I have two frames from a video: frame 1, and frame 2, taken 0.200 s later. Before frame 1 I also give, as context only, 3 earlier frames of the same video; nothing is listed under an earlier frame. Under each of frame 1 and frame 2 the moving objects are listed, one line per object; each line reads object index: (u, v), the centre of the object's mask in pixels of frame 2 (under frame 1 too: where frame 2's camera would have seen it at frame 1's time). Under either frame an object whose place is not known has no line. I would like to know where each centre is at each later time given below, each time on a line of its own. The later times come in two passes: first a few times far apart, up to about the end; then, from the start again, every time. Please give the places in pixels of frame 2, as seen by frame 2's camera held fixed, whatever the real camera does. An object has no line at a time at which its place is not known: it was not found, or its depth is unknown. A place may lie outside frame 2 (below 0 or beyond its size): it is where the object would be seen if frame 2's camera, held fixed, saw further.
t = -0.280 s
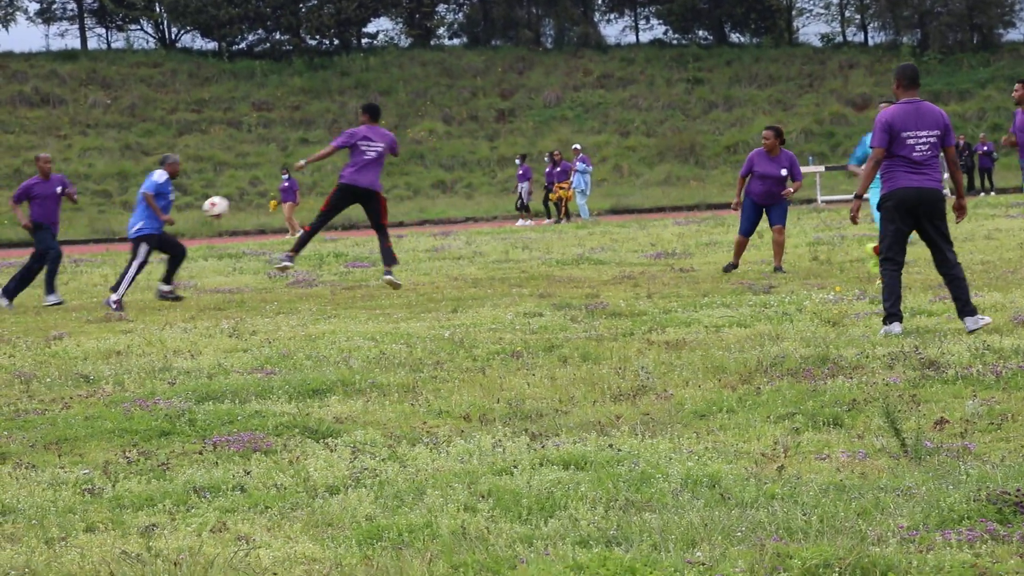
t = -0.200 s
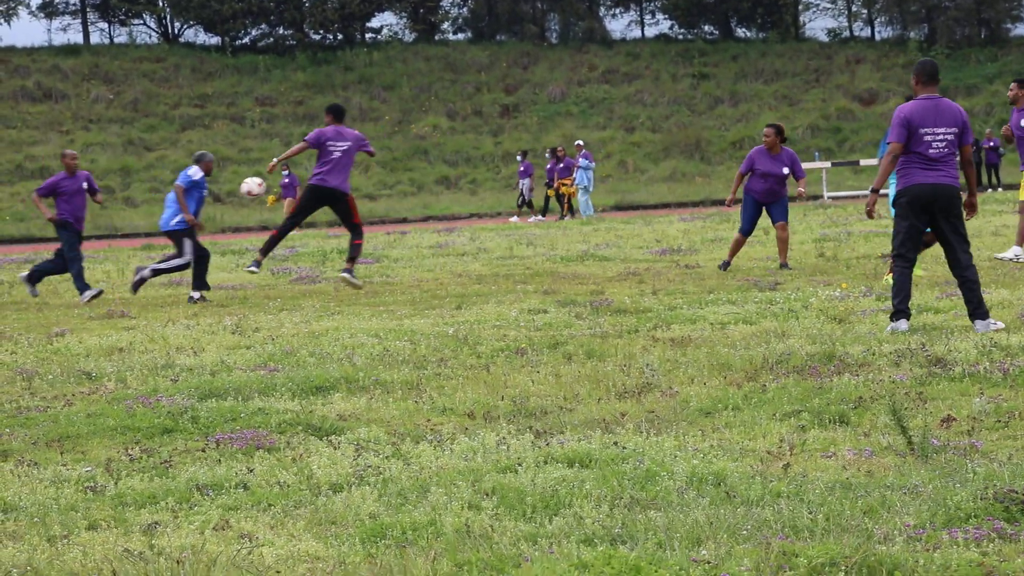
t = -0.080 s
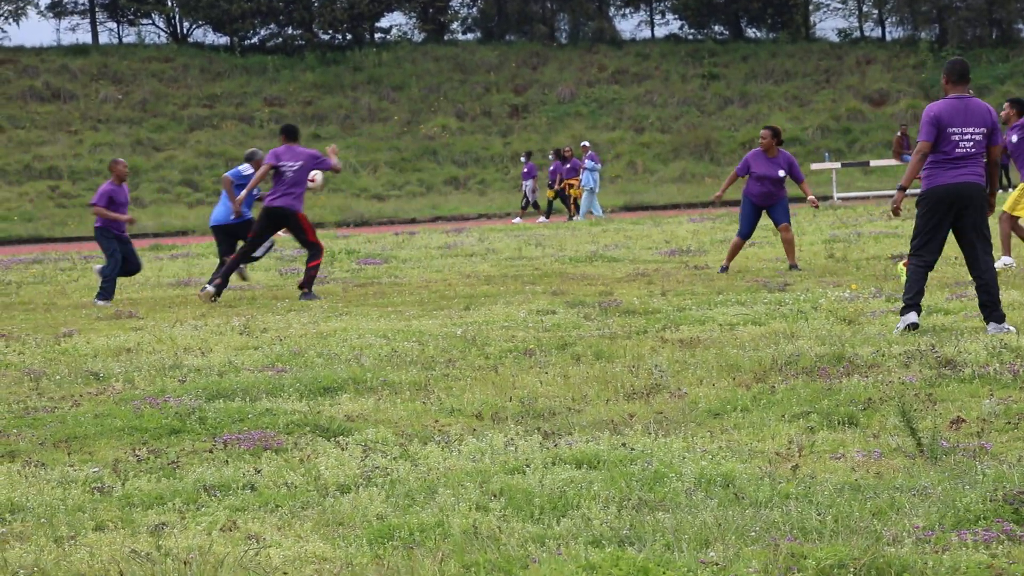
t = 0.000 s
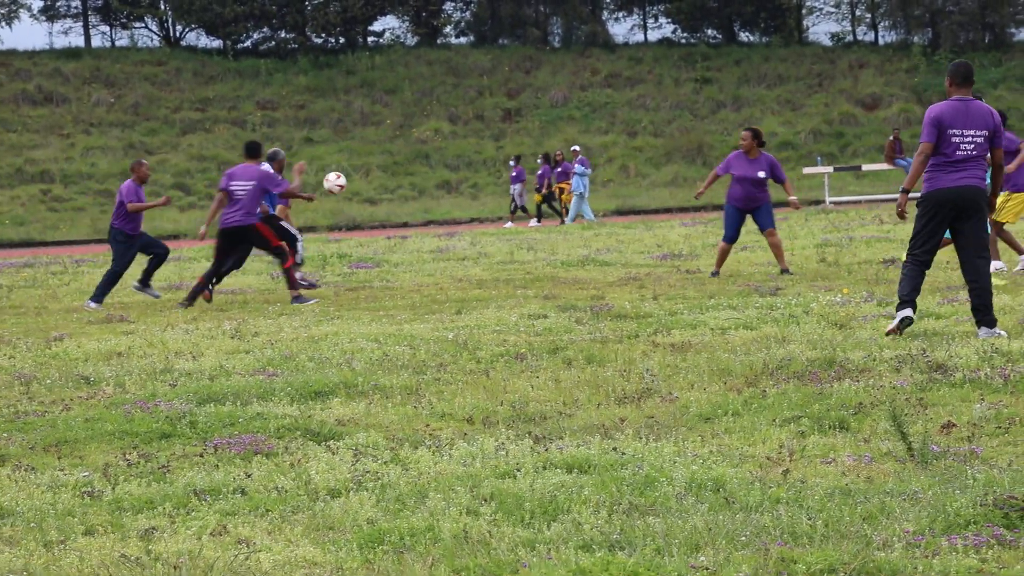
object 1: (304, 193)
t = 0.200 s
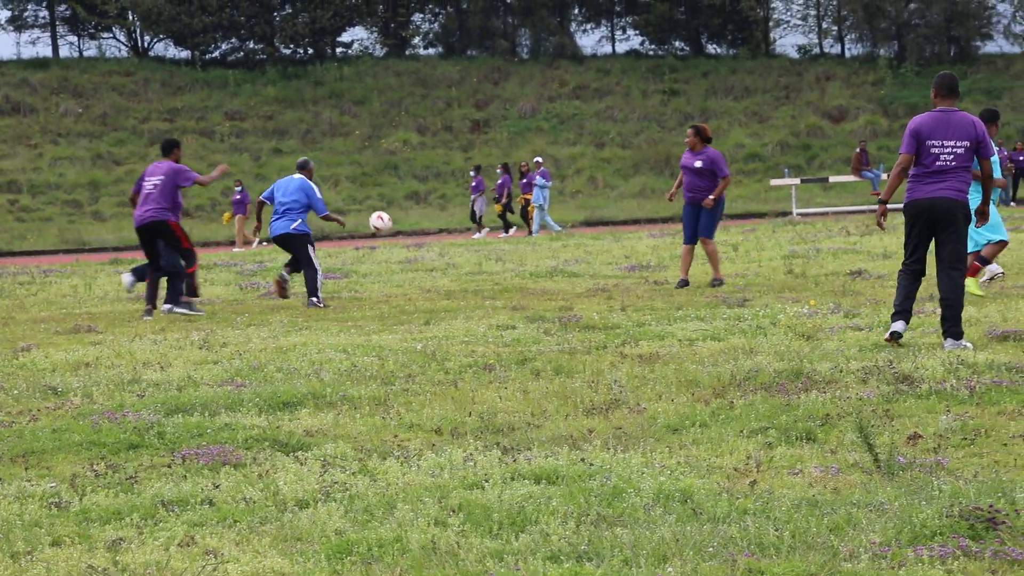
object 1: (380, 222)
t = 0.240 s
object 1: (395, 232)
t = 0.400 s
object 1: (453, 283)
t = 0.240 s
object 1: (395, 232)
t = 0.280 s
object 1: (410, 243)
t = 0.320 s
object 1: (424, 255)
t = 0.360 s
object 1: (439, 269)
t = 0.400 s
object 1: (453, 283)
